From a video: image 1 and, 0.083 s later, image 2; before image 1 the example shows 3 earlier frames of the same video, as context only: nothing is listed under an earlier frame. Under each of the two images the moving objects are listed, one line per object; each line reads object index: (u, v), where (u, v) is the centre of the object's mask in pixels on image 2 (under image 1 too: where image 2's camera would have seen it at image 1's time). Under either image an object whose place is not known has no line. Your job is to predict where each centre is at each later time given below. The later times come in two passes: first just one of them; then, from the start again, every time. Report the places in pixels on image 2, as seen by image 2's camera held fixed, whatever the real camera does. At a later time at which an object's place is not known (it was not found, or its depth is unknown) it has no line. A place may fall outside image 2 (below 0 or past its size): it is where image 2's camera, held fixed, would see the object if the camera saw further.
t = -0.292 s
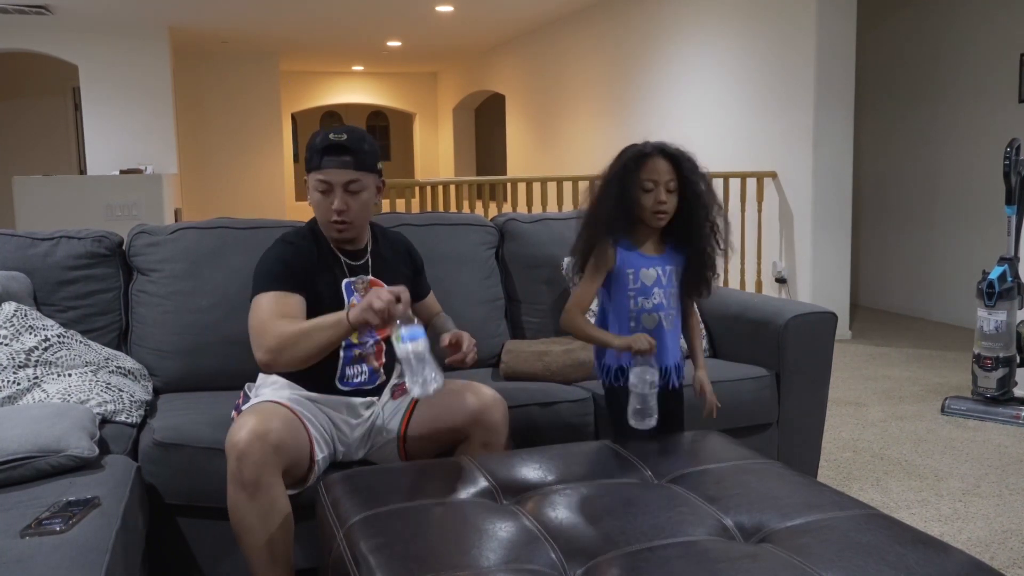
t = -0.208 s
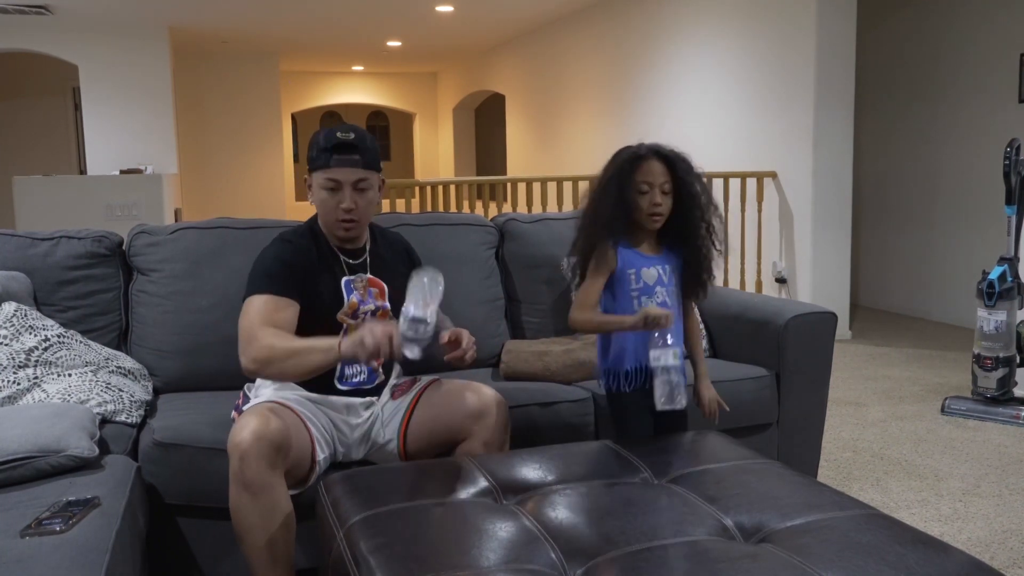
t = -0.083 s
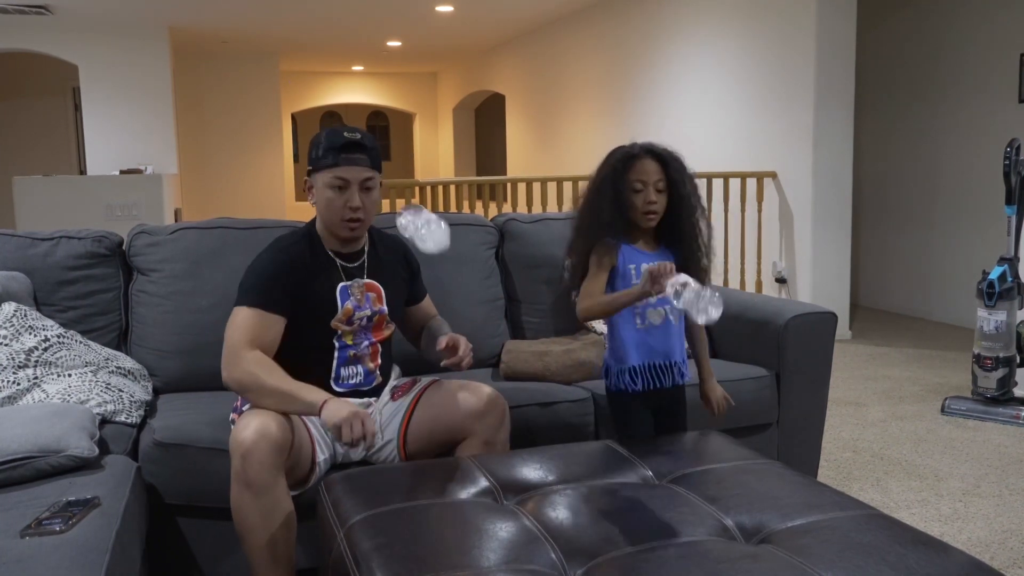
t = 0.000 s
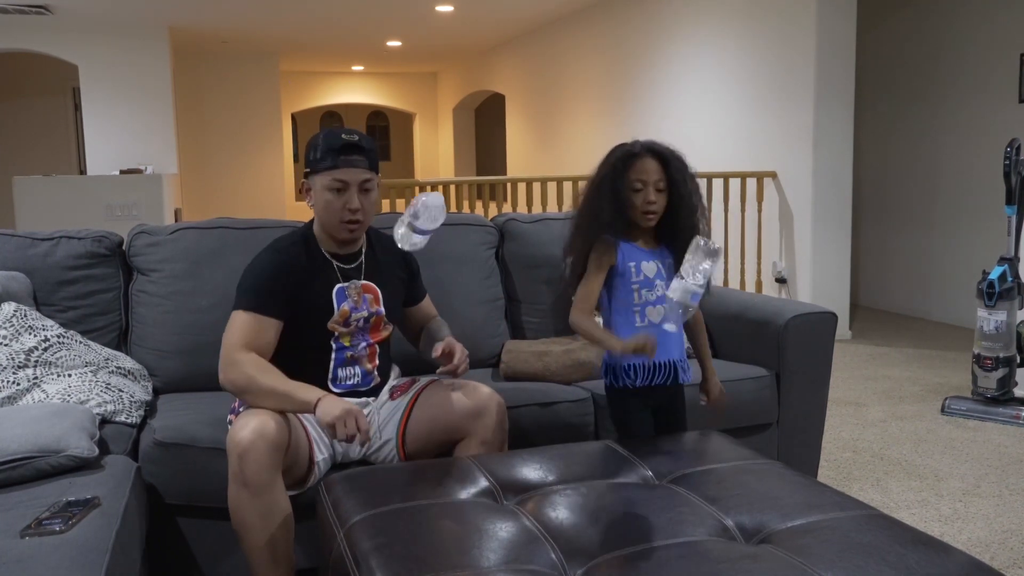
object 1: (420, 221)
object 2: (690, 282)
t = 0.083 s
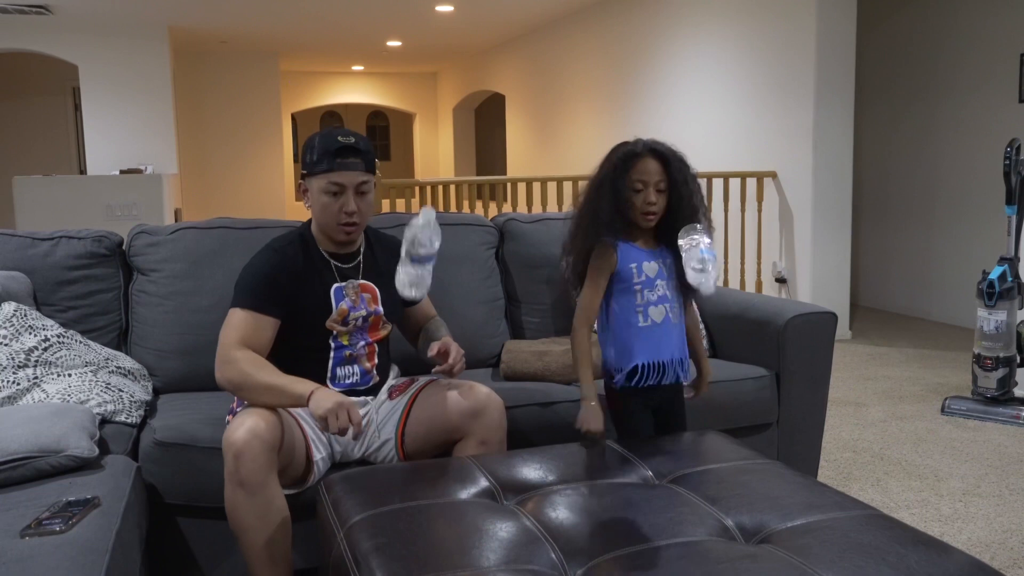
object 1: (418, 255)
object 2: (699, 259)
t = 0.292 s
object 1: (422, 452)
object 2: (686, 372)
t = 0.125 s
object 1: (418, 288)
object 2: (696, 260)
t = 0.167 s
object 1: (419, 332)
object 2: (693, 273)
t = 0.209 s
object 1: (419, 388)
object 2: (692, 297)
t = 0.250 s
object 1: (419, 452)
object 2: (689, 329)
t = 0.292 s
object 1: (422, 452)
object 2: (686, 372)
